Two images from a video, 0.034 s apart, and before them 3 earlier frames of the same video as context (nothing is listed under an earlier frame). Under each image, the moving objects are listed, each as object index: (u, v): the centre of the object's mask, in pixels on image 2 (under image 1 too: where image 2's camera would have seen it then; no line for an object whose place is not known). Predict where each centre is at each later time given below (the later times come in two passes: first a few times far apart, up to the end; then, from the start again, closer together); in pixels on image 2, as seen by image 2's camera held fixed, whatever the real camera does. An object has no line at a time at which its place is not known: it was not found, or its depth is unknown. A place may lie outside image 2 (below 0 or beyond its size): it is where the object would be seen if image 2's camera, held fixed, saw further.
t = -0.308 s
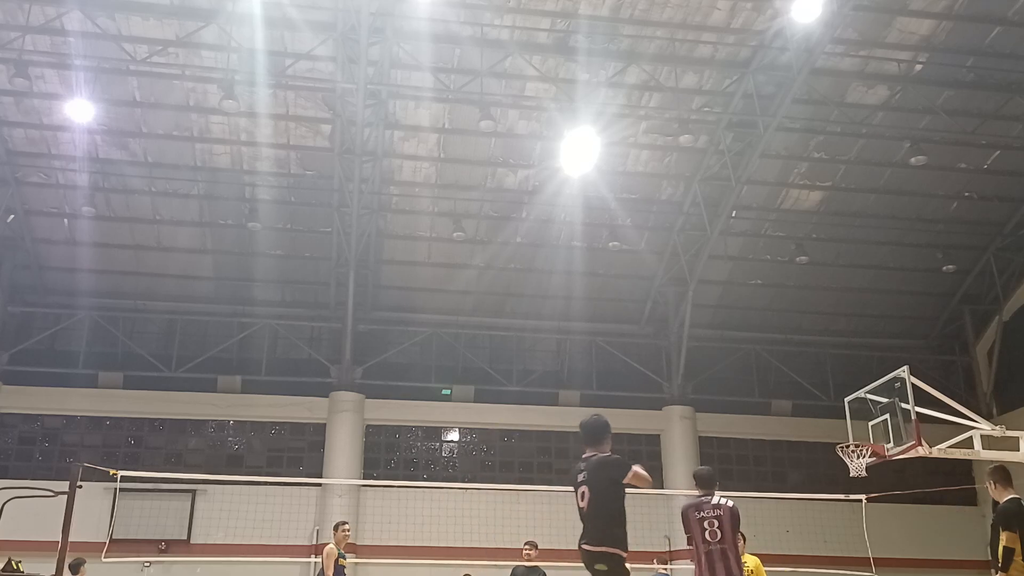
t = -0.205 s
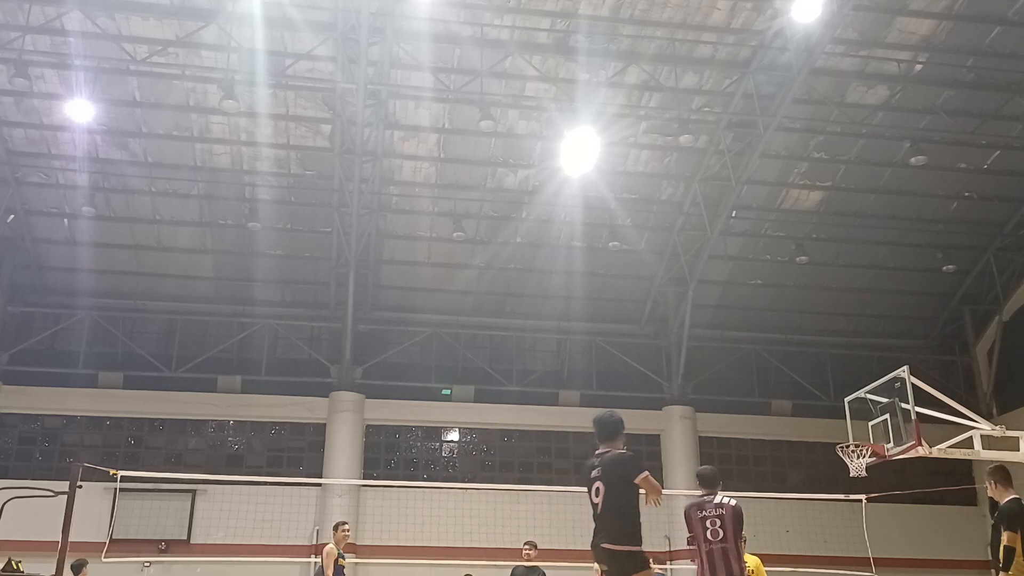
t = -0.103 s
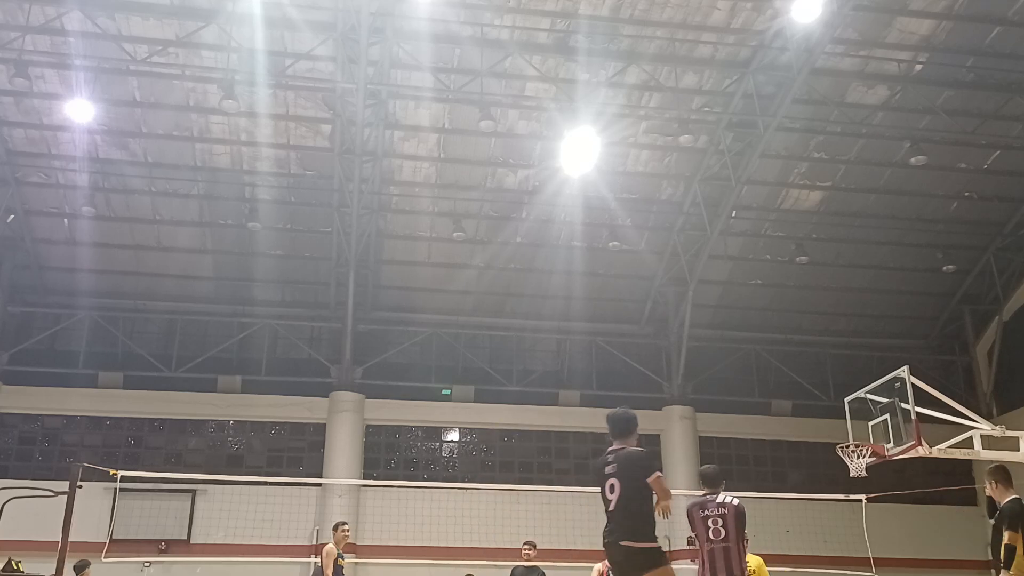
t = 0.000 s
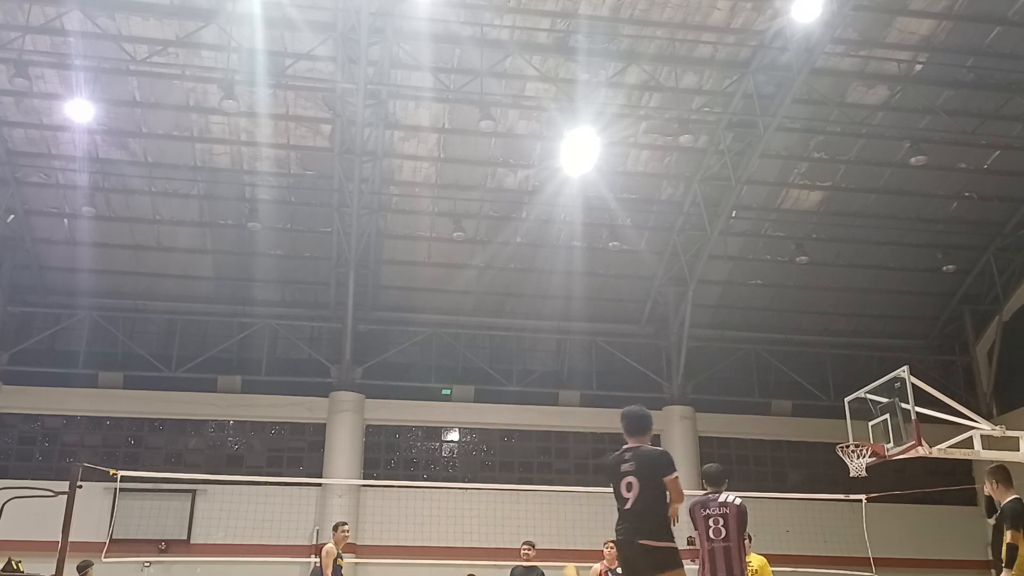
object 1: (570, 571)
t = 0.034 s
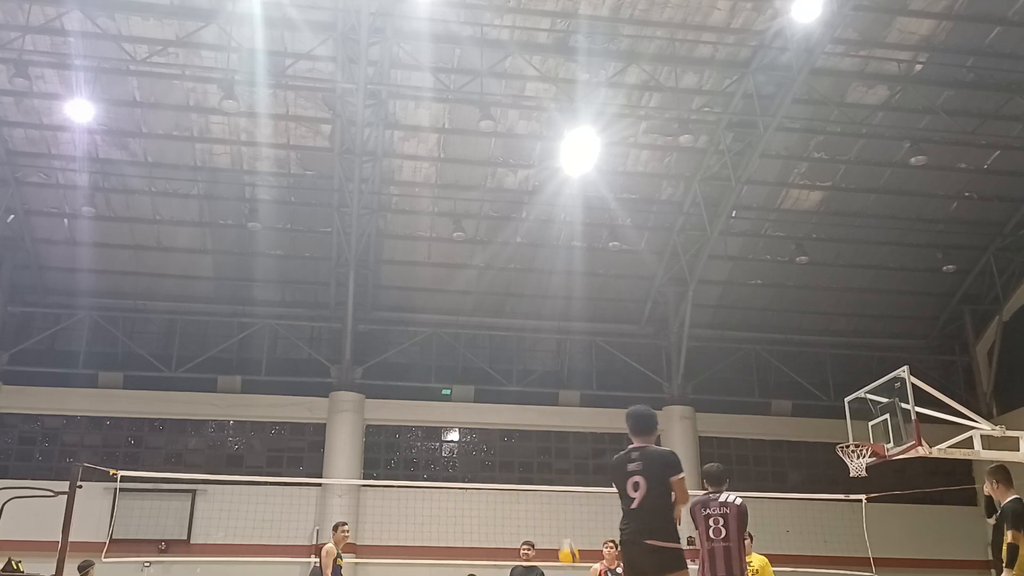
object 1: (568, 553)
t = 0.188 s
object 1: (551, 455)
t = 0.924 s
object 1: (446, 259)
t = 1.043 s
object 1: (421, 281)
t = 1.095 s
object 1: (408, 297)
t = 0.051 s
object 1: (566, 542)
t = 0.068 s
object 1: (564, 529)
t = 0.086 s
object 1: (562, 516)
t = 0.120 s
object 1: (558, 494)
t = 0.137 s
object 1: (557, 484)
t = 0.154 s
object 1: (555, 475)
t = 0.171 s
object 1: (553, 465)
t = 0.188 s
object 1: (551, 455)
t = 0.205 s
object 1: (549, 445)
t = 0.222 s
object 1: (547, 435)
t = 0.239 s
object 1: (545, 426)
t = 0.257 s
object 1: (543, 416)
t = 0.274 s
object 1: (540, 407)
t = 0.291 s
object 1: (539, 399)
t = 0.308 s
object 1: (537, 392)
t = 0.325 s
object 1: (535, 383)
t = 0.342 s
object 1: (533, 375)
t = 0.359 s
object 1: (531, 367)
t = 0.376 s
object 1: (529, 360)
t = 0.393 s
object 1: (526, 353)
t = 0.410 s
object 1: (524, 346)
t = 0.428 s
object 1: (522, 339)
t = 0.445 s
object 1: (520, 333)
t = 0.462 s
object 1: (518, 327)
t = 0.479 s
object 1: (516, 321)
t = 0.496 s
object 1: (513, 315)
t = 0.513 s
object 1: (511, 310)
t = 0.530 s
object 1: (509, 305)
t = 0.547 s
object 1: (506, 299)
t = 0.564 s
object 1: (504, 294)
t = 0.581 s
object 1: (502, 290)
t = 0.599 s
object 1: (499, 286)
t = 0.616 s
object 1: (497, 282)
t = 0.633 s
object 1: (494, 278)
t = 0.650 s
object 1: (492, 275)
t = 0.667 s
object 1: (489, 271)
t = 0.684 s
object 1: (486, 268)
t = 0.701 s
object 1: (484, 266)
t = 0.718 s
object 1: (481, 263)
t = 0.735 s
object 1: (479, 261)
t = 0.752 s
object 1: (476, 259)
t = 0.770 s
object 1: (473, 258)
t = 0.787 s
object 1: (471, 257)
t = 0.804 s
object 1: (468, 256)
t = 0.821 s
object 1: (465, 255)
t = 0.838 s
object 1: (462, 255)
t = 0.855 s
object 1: (458, 255)
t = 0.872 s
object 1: (455, 255)
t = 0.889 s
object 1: (452, 256)
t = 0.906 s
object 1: (449, 257)
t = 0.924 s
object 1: (446, 259)
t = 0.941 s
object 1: (442, 261)
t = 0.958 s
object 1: (439, 263)
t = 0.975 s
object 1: (436, 266)
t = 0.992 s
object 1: (432, 269)
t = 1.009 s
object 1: (428, 272)
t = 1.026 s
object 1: (424, 276)
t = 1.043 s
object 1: (421, 281)
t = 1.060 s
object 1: (417, 286)
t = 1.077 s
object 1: (413, 291)
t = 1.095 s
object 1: (408, 297)
